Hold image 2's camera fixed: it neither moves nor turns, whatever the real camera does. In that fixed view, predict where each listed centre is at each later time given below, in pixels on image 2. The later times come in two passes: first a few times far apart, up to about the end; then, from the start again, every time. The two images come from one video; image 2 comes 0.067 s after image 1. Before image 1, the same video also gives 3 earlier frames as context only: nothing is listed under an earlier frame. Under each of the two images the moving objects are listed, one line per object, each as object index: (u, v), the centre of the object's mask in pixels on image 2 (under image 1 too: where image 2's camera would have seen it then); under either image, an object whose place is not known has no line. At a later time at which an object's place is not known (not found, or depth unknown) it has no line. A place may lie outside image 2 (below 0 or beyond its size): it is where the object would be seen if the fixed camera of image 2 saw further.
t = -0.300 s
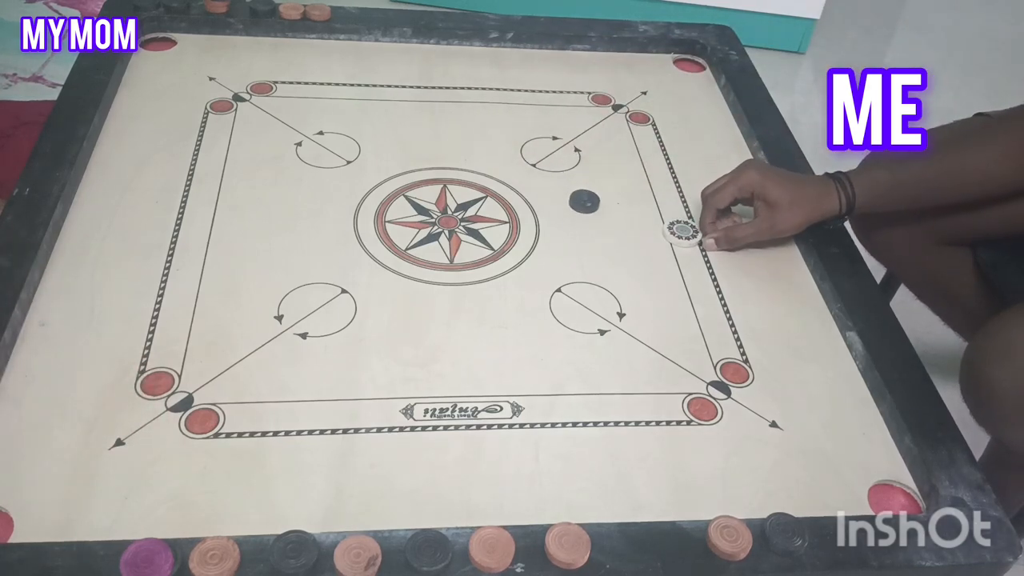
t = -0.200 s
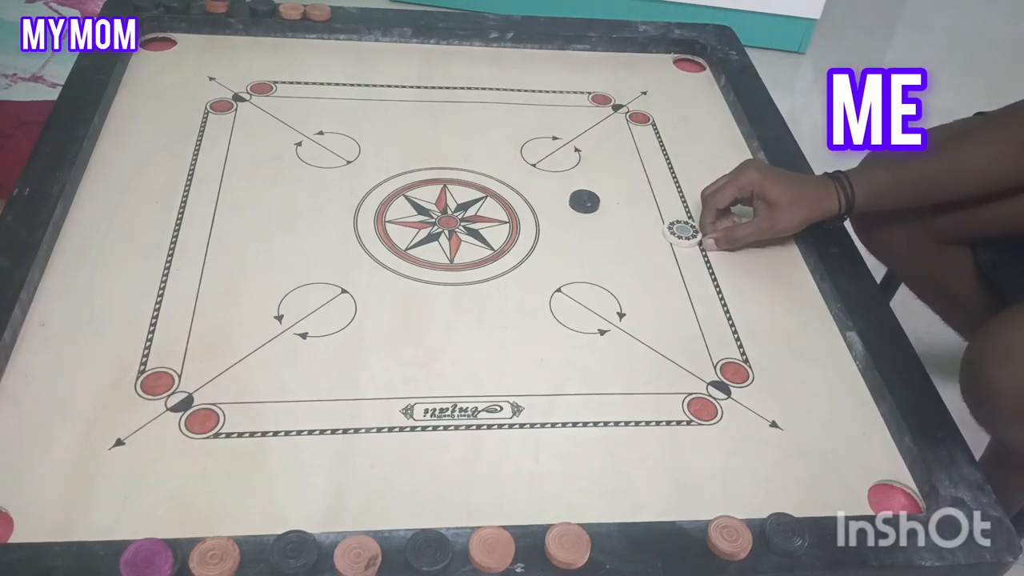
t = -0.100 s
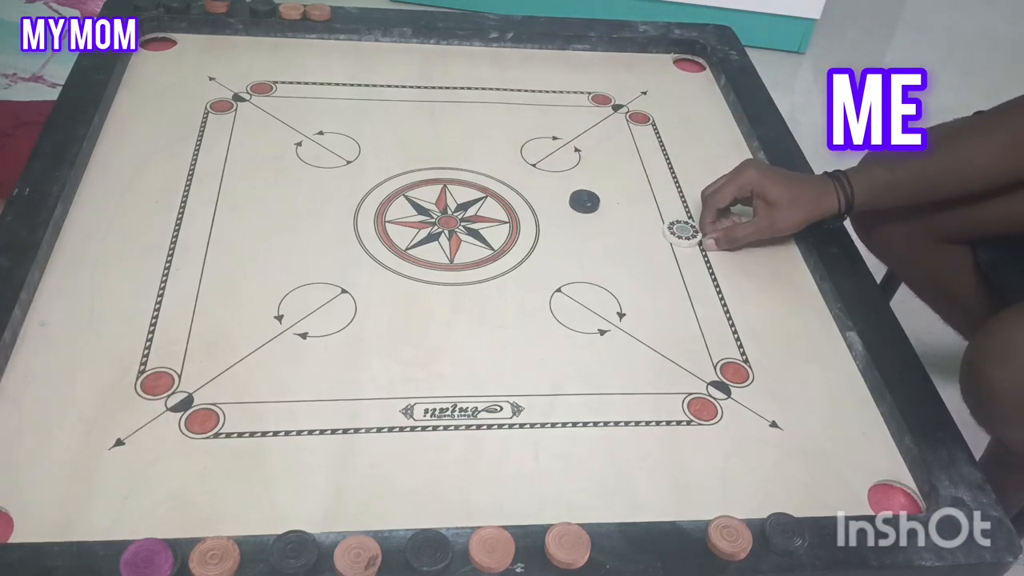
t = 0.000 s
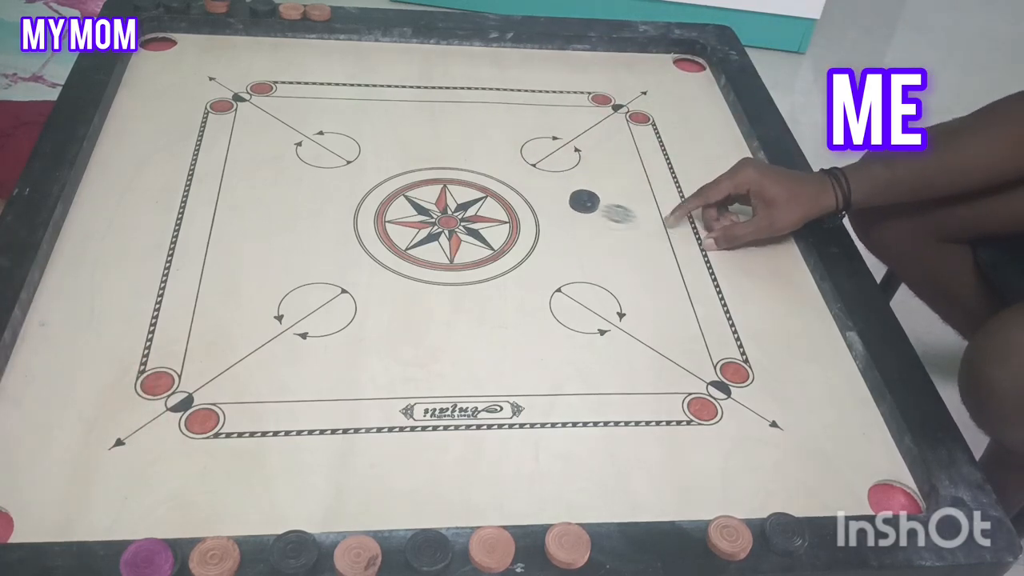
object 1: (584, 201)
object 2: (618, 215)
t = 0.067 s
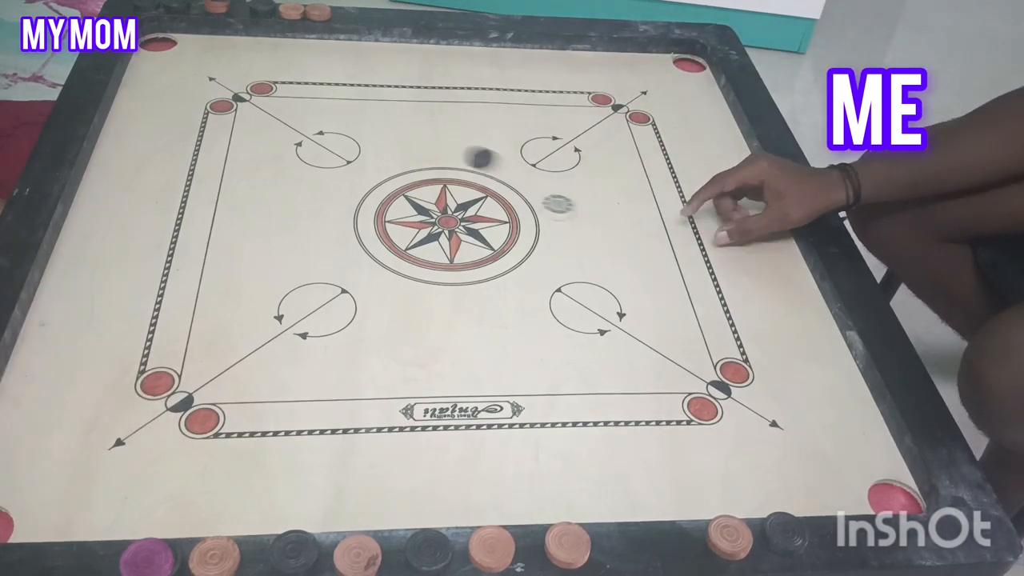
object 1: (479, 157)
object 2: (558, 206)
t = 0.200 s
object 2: (453, 190)
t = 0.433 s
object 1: (184, 76)
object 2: (298, 166)
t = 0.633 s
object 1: (271, 138)
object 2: (193, 148)
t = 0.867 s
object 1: (369, 206)
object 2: (136, 134)
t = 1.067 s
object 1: (431, 252)
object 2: (188, 132)
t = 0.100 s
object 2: (532, 203)
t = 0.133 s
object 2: (505, 198)
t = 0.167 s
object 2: (477, 194)
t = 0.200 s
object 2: (453, 190)
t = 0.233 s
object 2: (430, 188)
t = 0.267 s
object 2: (406, 183)
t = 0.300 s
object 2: (384, 179)
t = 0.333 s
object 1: (159, 45)
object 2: (362, 176)
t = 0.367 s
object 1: (154, 54)
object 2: (340, 172)
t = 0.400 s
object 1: (170, 67)
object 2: (319, 169)
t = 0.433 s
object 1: (184, 76)
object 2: (298, 166)
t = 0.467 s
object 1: (199, 87)
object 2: (276, 162)
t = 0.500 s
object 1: (214, 98)
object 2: (258, 159)
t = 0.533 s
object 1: (228, 107)
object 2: (242, 157)
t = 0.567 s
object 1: (243, 118)
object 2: (223, 153)
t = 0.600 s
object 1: (258, 128)
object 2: (208, 151)
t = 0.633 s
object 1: (271, 138)
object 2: (193, 148)
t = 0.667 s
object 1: (286, 149)
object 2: (175, 145)
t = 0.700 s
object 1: (300, 158)
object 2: (162, 141)
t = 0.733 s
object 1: (314, 168)
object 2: (149, 138)
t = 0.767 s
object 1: (329, 178)
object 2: (136, 136)
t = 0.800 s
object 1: (342, 187)
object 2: (122, 135)
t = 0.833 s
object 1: (356, 196)
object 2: (125, 134)
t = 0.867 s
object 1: (369, 206)
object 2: (136, 134)
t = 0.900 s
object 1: (381, 214)
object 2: (145, 133)
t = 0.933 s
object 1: (392, 222)
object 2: (153, 133)
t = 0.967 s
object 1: (402, 230)
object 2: (163, 133)
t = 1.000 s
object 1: (413, 238)
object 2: (171, 132)
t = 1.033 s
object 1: (423, 246)
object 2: (179, 132)
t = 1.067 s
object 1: (431, 252)
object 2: (188, 132)
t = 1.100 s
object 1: (441, 259)
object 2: (195, 132)
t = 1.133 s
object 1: (449, 265)
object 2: (202, 132)
